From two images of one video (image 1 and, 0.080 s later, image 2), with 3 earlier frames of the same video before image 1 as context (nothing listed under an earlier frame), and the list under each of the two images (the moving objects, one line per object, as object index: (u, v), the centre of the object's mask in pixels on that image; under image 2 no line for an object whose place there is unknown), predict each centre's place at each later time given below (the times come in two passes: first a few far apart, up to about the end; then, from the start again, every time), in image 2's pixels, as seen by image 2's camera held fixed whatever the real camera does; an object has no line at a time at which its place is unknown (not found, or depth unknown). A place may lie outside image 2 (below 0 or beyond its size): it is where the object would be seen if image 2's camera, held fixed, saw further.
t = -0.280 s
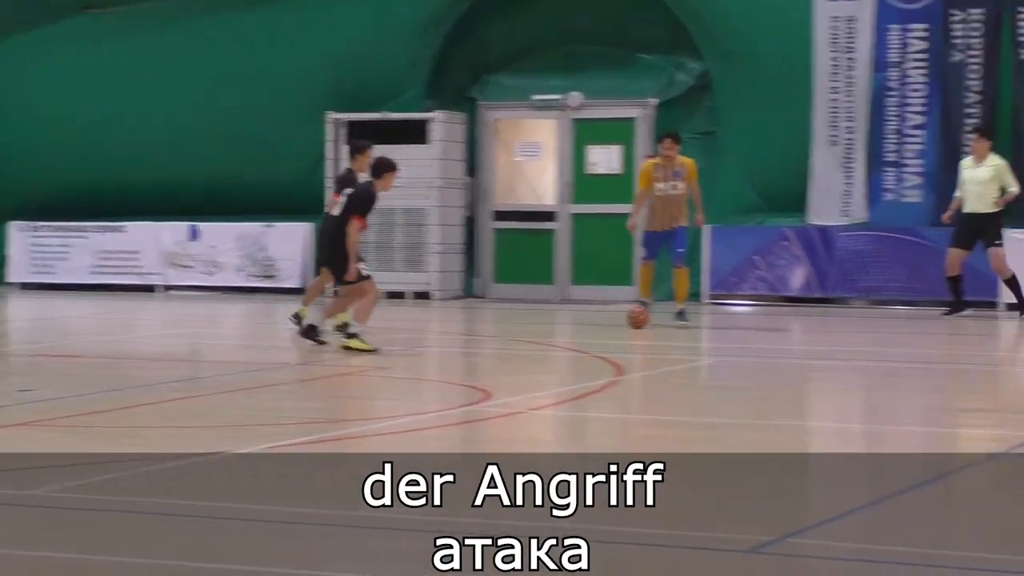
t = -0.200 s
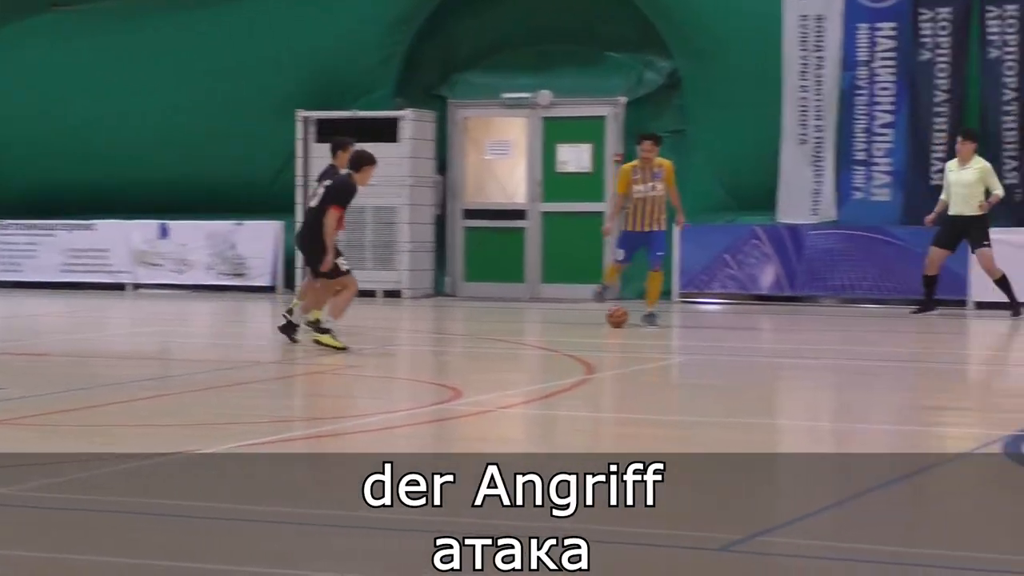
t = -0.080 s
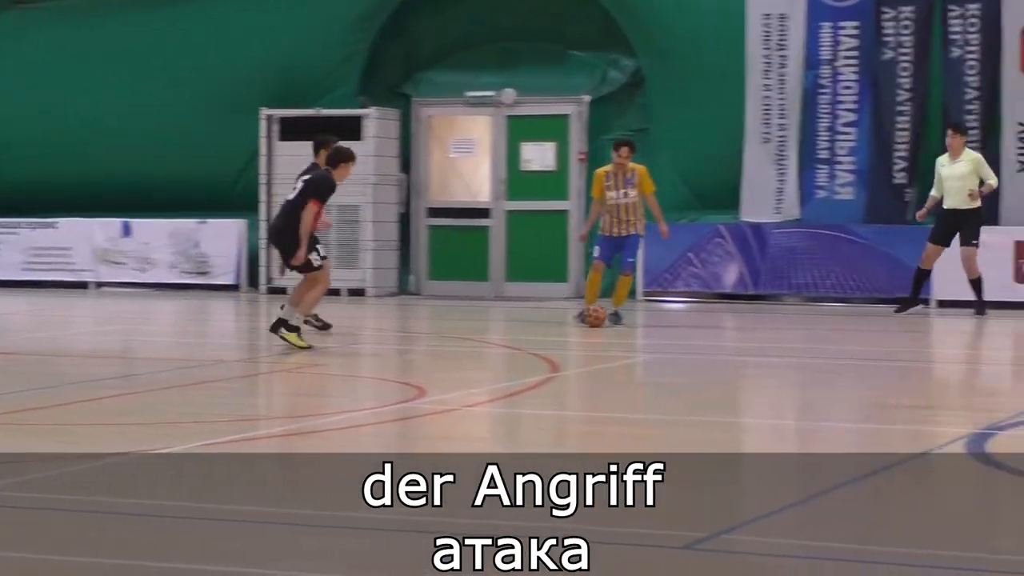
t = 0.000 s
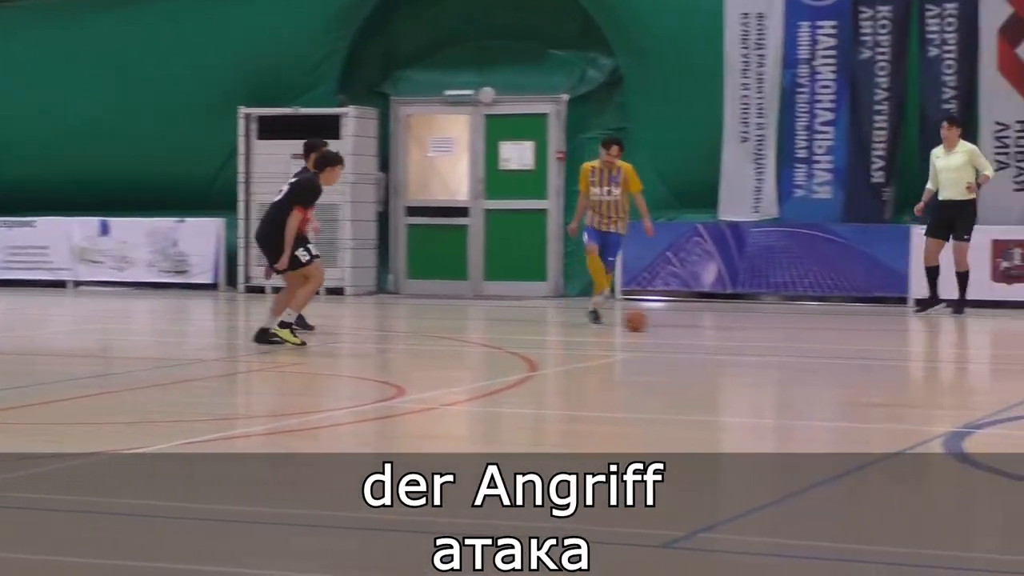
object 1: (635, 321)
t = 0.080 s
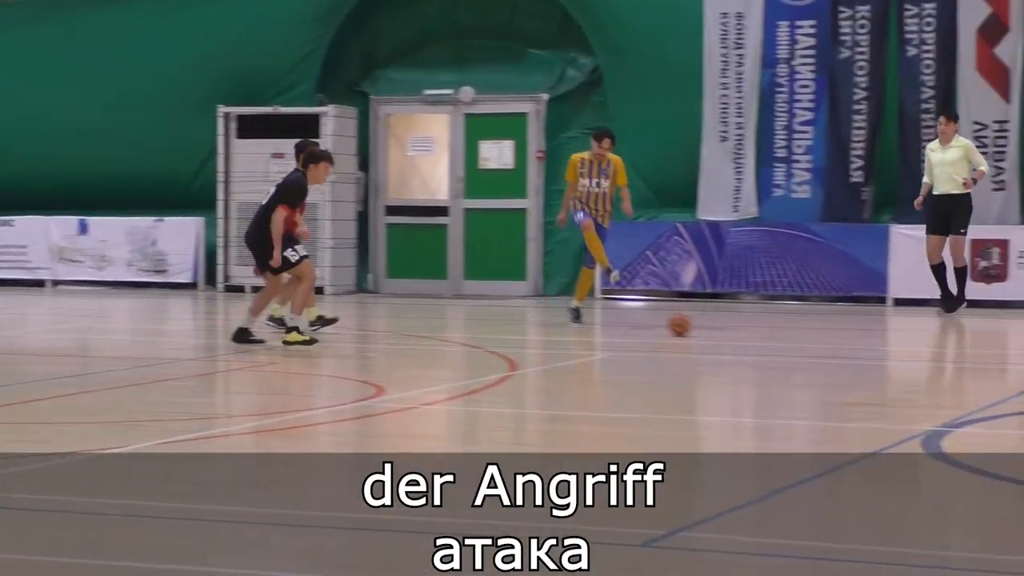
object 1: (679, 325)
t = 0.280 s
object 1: (847, 339)
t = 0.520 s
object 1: (1056, 354)
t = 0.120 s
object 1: (713, 327)
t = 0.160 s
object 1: (746, 331)
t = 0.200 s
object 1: (779, 332)
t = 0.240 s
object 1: (814, 335)
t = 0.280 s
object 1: (847, 339)
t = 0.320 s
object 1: (882, 340)
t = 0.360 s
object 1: (917, 344)
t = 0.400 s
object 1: (952, 345)
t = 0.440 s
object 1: (988, 348)
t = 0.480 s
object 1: (1018, 353)
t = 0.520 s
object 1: (1056, 354)
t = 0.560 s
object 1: (1094, 359)
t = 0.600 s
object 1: (1134, 363)
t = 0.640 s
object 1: (1170, 364)
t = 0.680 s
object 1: (1209, 367)
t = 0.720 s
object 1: (1249, 373)
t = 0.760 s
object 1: (1289, 375)
